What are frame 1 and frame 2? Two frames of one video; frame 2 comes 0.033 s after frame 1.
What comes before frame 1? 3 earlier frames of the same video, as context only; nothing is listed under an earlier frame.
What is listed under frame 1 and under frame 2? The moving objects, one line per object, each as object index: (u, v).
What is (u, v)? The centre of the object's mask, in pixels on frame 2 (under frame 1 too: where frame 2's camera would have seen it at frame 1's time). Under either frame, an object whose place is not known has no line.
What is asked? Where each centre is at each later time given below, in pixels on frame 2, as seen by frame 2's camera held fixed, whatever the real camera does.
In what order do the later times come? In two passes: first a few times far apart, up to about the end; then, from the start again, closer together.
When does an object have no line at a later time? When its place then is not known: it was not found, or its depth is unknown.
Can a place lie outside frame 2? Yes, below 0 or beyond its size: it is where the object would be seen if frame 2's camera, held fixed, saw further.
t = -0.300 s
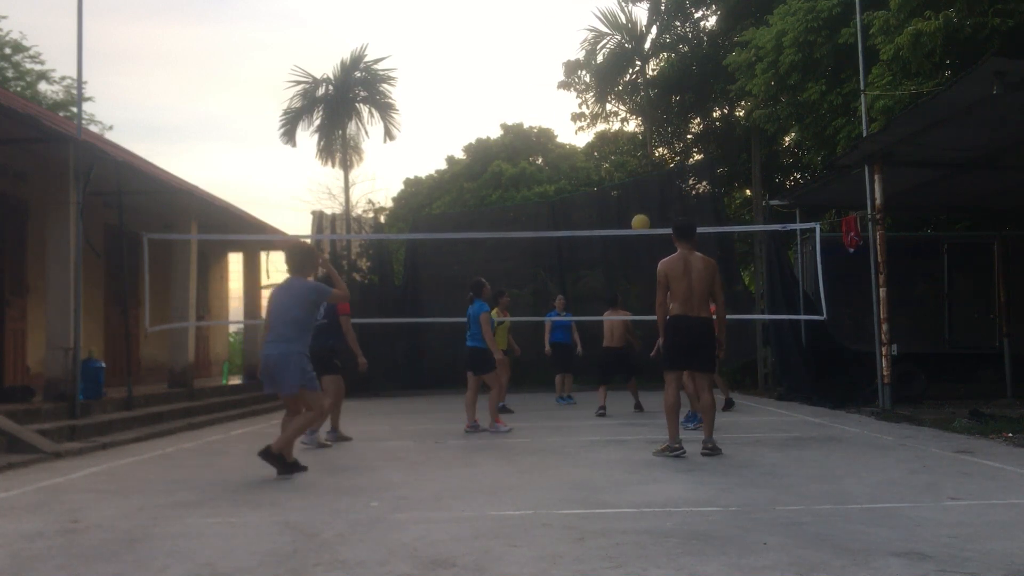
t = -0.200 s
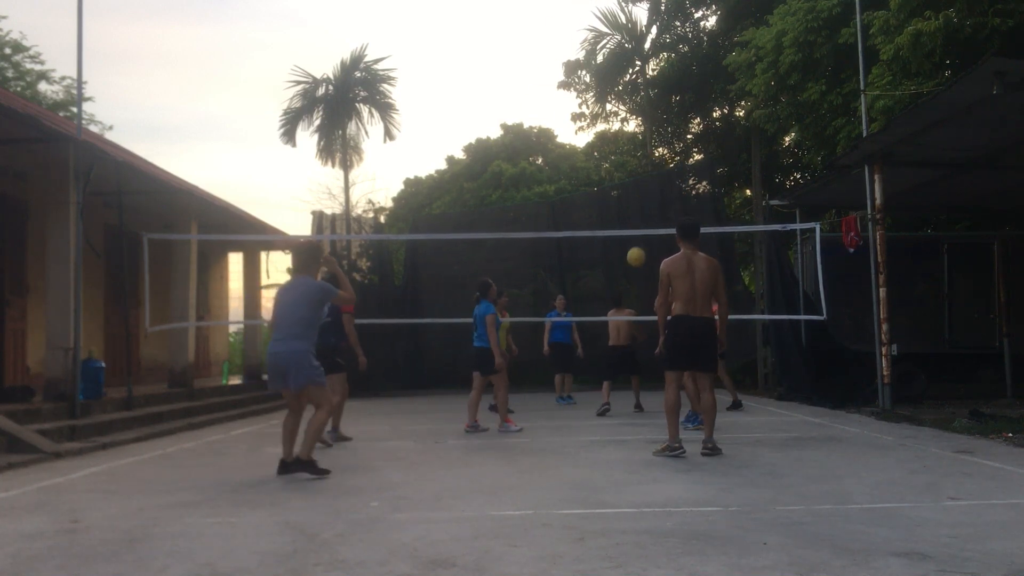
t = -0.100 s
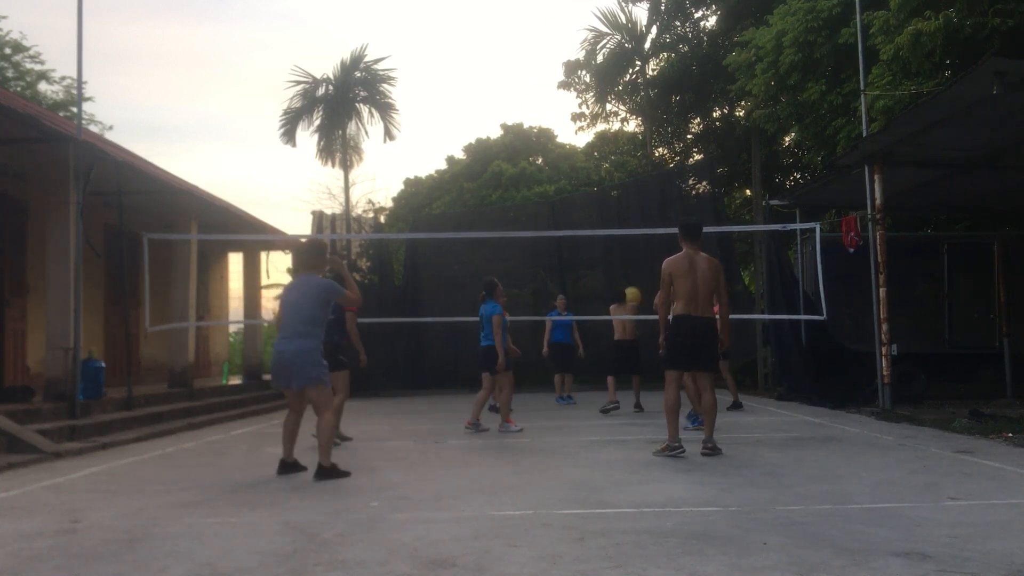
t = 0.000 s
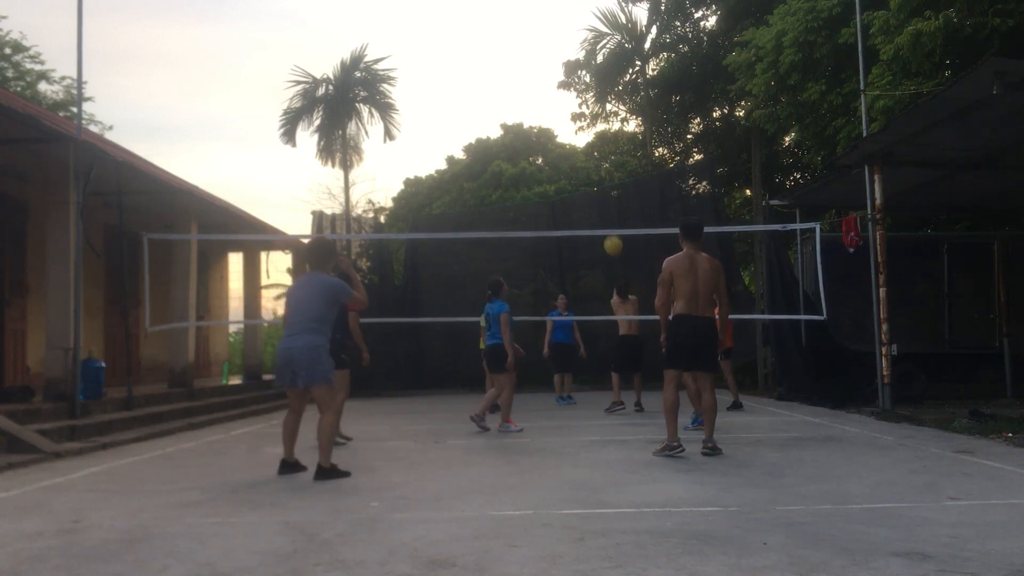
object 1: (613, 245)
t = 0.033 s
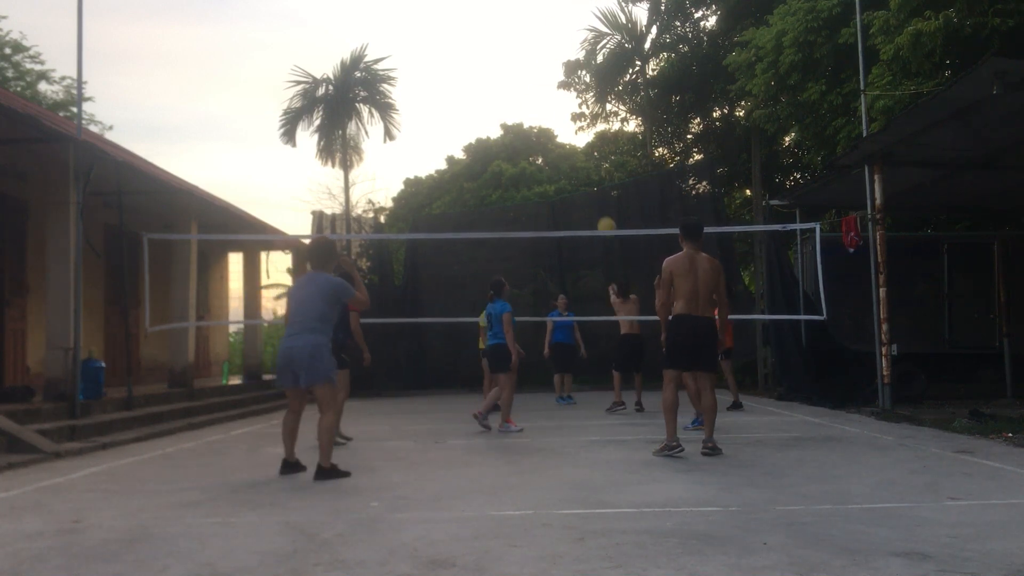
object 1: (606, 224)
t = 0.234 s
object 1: (573, 141)
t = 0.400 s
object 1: (552, 95)
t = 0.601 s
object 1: (529, 69)
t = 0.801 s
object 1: (507, 74)
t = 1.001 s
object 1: (485, 106)
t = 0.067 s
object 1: (600, 209)
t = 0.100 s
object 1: (594, 194)
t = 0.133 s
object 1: (588, 179)
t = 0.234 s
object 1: (573, 141)
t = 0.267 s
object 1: (569, 130)
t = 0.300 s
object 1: (564, 120)
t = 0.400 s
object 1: (552, 95)
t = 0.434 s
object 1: (548, 89)
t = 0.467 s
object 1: (544, 83)
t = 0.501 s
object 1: (540, 79)
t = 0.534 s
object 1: (536, 75)
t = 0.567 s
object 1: (533, 72)
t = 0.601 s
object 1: (529, 69)
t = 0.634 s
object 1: (525, 68)
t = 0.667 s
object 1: (521, 68)
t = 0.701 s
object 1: (518, 68)
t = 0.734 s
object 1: (514, 69)
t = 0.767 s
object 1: (511, 71)
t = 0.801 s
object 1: (507, 74)
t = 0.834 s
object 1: (503, 77)
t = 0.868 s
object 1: (499, 81)
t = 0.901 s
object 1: (496, 86)
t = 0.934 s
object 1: (492, 92)
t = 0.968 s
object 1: (488, 99)
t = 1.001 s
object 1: (485, 106)
